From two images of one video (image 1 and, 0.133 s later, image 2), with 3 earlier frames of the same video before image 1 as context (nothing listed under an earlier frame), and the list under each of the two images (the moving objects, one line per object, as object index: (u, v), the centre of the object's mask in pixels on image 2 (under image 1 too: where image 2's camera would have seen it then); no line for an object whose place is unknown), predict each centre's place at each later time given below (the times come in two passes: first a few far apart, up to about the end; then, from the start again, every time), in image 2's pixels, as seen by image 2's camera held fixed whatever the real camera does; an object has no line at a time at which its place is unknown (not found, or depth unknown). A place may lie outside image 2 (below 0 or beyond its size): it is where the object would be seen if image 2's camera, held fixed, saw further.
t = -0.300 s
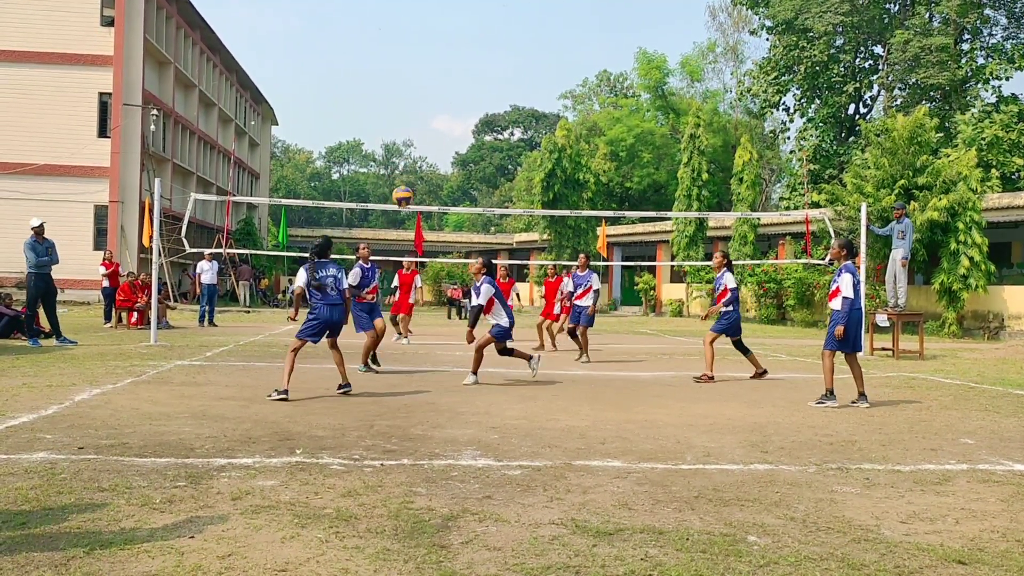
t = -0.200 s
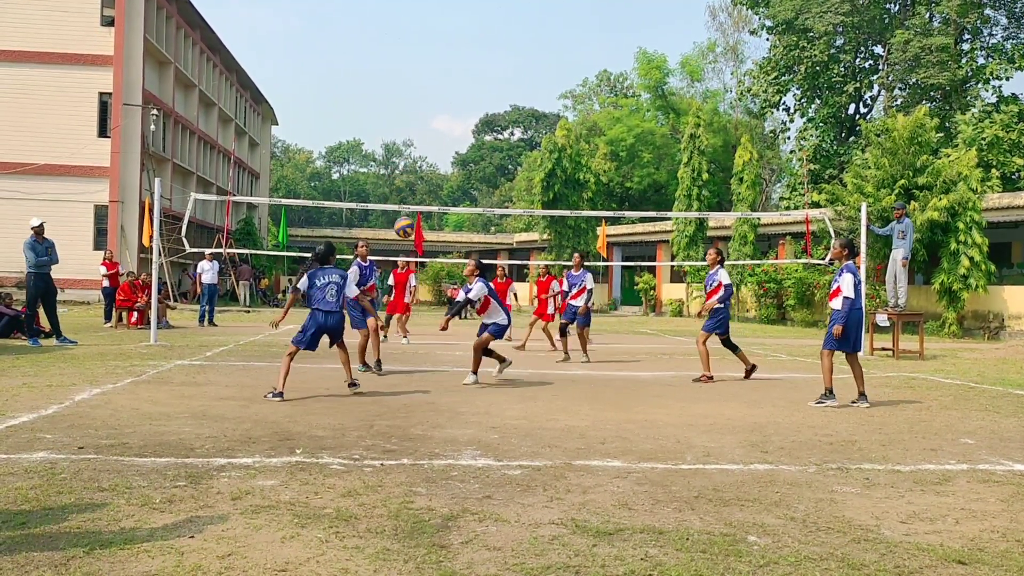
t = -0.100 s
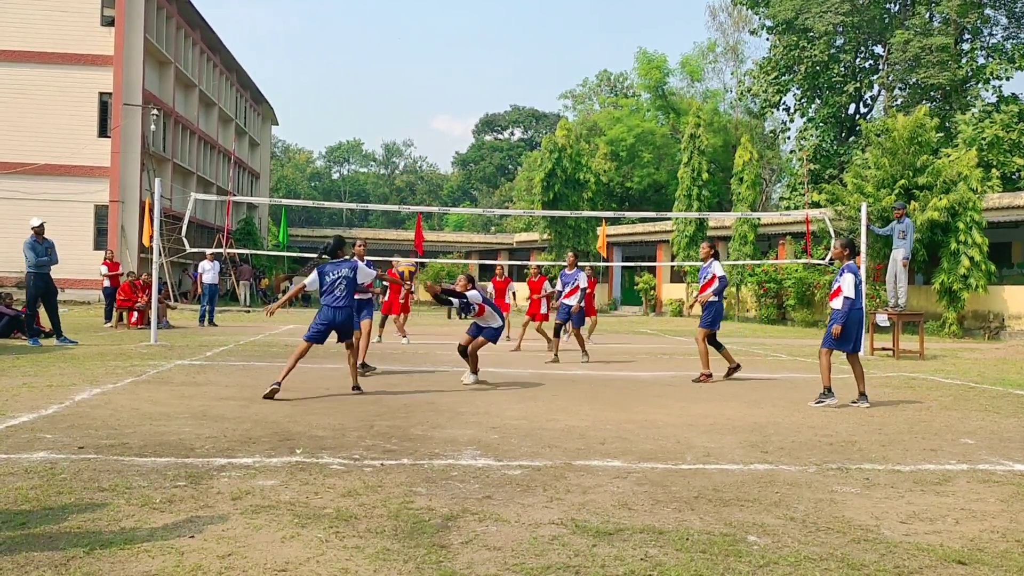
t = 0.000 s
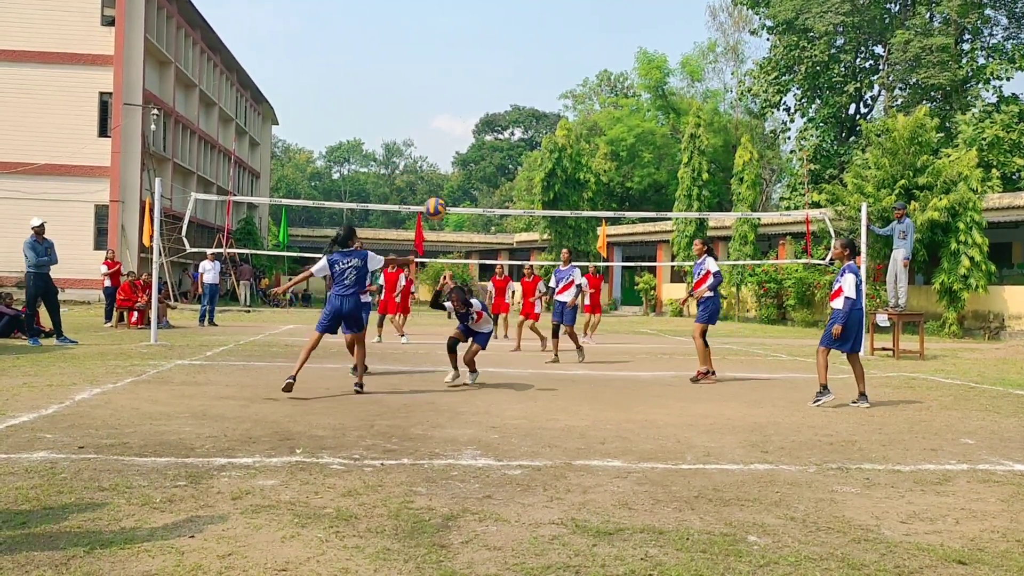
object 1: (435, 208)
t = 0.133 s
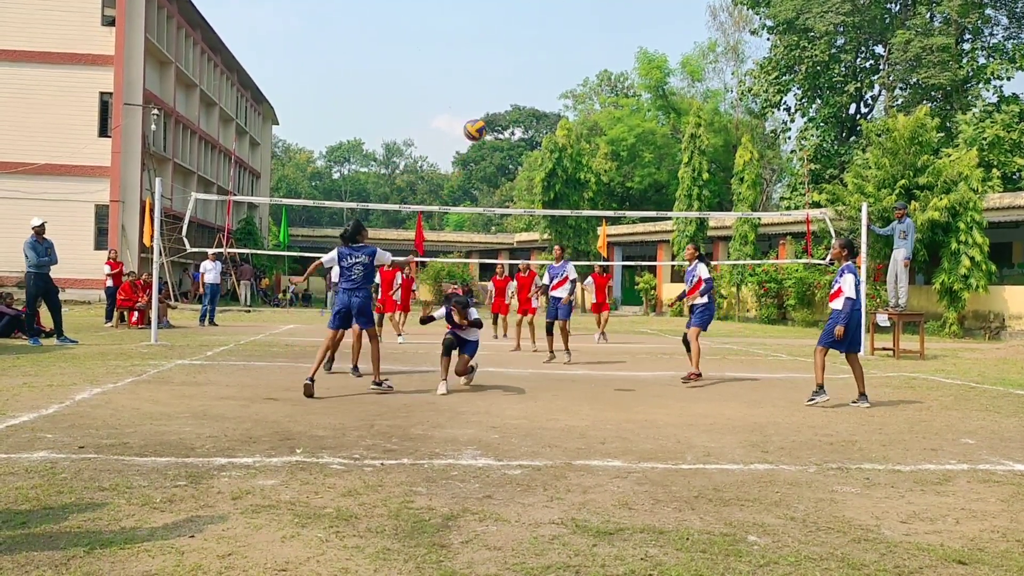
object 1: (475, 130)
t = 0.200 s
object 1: (494, 98)
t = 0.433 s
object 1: (565, 20)
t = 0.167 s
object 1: (484, 113)
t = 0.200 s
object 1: (494, 98)
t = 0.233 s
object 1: (504, 83)
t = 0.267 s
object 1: (514, 70)
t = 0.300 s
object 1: (525, 57)
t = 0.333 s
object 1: (535, 46)
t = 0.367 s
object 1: (545, 36)
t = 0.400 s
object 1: (555, 27)
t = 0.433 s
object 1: (565, 20)
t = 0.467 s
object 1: (575, 13)
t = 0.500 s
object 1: (586, 9)
